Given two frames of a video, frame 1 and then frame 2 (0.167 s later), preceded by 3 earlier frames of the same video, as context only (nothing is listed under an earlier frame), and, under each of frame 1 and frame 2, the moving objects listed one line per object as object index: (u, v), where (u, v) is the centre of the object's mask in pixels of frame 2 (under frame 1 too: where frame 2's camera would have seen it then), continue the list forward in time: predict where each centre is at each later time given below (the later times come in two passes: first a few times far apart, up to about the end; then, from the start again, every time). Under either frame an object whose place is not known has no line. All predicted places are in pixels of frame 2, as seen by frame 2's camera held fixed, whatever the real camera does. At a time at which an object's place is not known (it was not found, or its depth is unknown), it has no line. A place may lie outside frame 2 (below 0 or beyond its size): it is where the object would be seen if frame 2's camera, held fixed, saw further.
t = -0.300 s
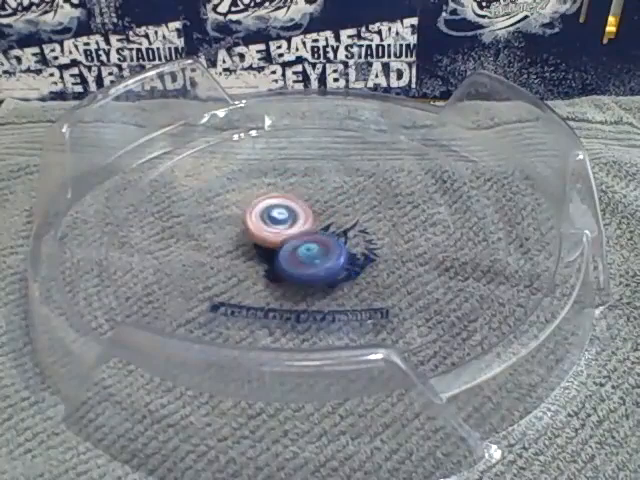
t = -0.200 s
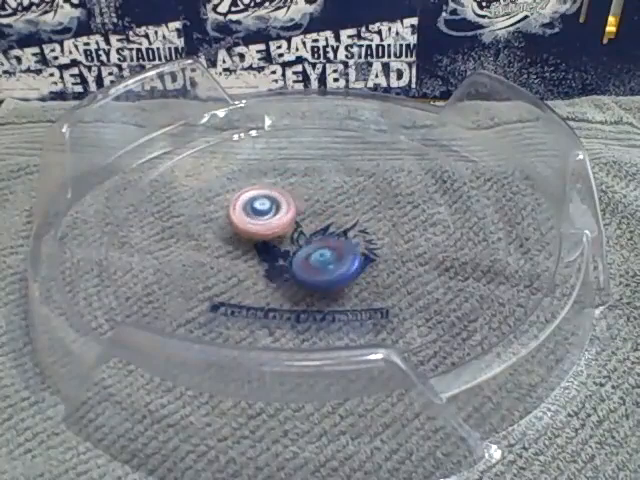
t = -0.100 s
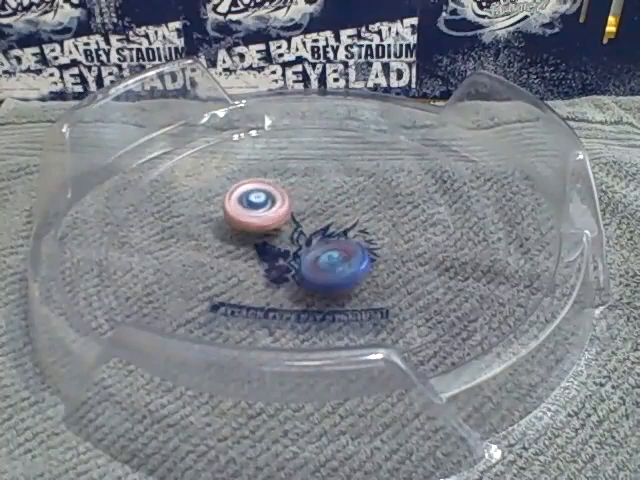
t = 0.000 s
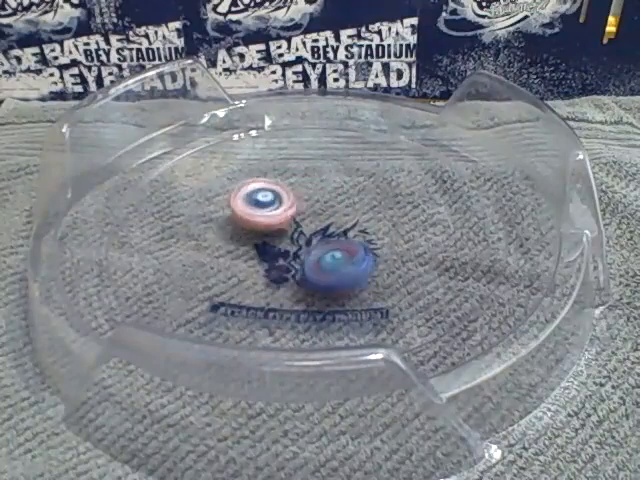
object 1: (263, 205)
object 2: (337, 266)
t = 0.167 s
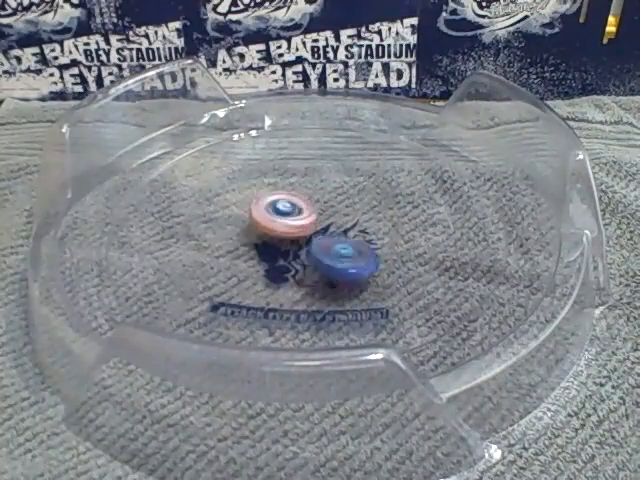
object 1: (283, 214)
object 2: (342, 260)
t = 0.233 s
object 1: (292, 220)
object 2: (340, 256)
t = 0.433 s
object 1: (294, 218)
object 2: (347, 250)
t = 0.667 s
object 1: (286, 218)
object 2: (357, 244)
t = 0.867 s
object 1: (270, 216)
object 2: (368, 247)
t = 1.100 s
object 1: (270, 232)
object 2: (355, 238)
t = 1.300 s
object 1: (287, 244)
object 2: (356, 220)
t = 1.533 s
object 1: (320, 247)
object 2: (365, 210)
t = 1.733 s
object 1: (322, 254)
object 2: (362, 208)
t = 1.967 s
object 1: (316, 249)
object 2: (341, 205)
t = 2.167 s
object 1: (308, 246)
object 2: (335, 198)
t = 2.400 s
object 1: (301, 246)
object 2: (311, 187)
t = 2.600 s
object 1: (304, 238)
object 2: (288, 195)
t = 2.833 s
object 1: (324, 231)
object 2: (264, 201)
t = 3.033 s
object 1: (325, 227)
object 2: (254, 204)
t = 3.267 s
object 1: (324, 230)
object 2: (255, 220)
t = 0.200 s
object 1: (290, 219)
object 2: (343, 259)
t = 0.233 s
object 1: (292, 220)
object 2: (340, 256)
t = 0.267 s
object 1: (290, 219)
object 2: (343, 254)
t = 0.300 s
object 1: (290, 219)
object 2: (345, 253)
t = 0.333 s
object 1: (292, 219)
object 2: (346, 252)
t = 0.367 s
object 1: (293, 219)
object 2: (348, 251)
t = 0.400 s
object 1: (294, 219)
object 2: (349, 250)
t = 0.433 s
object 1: (294, 218)
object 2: (347, 250)
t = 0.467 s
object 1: (293, 218)
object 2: (348, 249)
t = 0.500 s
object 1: (293, 218)
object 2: (350, 248)
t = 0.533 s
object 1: (294, 218)
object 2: (350, 247)
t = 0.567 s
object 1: (292, 219)
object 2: (353, 248)
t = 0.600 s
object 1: (293, 219)
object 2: (355, 245)
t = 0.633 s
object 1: (293, 219)
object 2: (351, 246)
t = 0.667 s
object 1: (286, 218)
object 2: (357, 244)
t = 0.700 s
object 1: (280, 217)
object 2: (364, 246)
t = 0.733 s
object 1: (279, 217)
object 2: (366, 246)
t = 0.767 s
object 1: (277, 216)
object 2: (366, 246)
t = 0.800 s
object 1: (272, 215)
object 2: (367, 245)
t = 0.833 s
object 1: (271, 216)
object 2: (369, 247)
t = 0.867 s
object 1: (270, 216)
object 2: (368, 247)
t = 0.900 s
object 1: (268, 217)
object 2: (365, 246)
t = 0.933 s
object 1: (268, 219)
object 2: (364, 248)
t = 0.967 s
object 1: (268, 220)
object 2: (366, 246)
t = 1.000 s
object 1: (267, 223)
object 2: (366, 246)
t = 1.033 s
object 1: (268, 227)
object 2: (361, 243)
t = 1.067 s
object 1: (269, 229)
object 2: (357, 239)
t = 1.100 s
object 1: (270, 232)
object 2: (355, 238)
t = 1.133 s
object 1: (270, 233)
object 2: (357, 235)
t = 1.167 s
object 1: (274, 236)
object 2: (357, 235)
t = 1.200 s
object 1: (277, 239)
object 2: (357, 235)
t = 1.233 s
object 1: (279, 240)
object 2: (355, 231)
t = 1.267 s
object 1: (281, 242)
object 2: (354, 226)
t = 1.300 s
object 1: (287, 244)
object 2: (356, 220)
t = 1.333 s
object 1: (293, 246)
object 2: (360, 220)
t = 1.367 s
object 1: (297, 246)
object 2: (360, 220)
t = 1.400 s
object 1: (300, 247)
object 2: (359, 217)
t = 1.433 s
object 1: (306, 248)
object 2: (359, 214)
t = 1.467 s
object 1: (312, 247)
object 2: (360, 212)
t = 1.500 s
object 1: (317, 247)
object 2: (364, 211)
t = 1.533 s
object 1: (320, 247)
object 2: (365, 210)
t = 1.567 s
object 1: (323, 248)
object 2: (365, 208)
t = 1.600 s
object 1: (324, 250)
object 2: (366, 208)
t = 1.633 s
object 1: (323, 250)
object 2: (366, 208)
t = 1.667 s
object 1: (323, 253)
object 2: (365, 207)
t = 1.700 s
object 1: (324, 253)
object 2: (365, 206)
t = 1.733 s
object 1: (322, 254)
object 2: (362, 208)
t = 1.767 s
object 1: (322, 254)
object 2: (360, 207)
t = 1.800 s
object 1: (322, 253)
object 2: (357, 208)
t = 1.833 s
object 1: (321, 253)
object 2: (358, 208)
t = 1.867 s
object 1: (320, 253)
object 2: (357, 208)
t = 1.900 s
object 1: (320, 252)
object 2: (353, 207)
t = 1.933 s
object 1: (318, 249)
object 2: (348, 206)
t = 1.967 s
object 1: (316, 249)
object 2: (341, 205)
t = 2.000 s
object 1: (315, 246)
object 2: (338, 205)
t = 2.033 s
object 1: (314, 244)
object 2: (337, 204)
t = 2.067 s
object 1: (312, 244)
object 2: (339, 202)
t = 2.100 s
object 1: (311, 245)
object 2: (338, 199)
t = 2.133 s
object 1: (310, 245)
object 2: (336, 199)
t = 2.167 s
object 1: (308, 246)
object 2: (335, 198)
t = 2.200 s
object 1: (308, 246)
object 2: (335, 190)
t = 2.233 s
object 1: (306, 246)
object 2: (332, 193)
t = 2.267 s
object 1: (304, 248)
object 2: (326, 187)
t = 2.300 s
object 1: (304, 248)
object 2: (322, 186)
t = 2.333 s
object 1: (304, 246)
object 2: (319, 185)
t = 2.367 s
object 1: (301, 246)
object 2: (315, 187)
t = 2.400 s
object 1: (301, 246)
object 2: (311, 187)
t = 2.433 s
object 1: (299, 245)
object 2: (308, 189)
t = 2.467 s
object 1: (298, 243)
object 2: (305, 189)
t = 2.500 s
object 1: (299, 241)
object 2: (302, 191)
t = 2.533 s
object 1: (300, 239)
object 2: (298, 192)
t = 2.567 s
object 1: (301, 239)
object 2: (293, 194)
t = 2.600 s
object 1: (304, 238)
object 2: (288, 195)
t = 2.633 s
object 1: (306, 236)
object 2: (285, 197)
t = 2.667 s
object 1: (306, 234)
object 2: (285, 197)
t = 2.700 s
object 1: (307, 234)
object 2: (280, 201)
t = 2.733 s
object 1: (310, 235)
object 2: (276, 200)
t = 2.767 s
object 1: (314, 234)
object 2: (273, 201)
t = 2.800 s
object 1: (319, 232)
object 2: (271, 203)
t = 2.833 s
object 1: (324, 231)
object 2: (264, 201)
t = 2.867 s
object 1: (325, 227)
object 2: (262, 201)
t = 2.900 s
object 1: (327, 226)
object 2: (260, 201)
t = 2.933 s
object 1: (327, 227)
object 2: (259, 201)
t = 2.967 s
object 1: (323, 227)
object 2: (257, 202)
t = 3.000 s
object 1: (325, 226)
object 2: (256, 202)
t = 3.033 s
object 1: (325, 227)
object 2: (254, 204)
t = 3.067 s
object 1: (323, 228)
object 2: (251, 205)
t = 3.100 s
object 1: (322, 228)
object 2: (250, 208)
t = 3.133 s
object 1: (322, 228)
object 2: (250, 209)
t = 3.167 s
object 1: (320, 228)
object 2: (252, 212)
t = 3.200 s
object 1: (320, 229)
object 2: (254, 215)
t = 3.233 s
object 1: (321, 229)
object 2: (254, 218)
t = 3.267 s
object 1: (324, 230)
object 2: (255, 220)
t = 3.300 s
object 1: (327, 230)
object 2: (259, 222)
